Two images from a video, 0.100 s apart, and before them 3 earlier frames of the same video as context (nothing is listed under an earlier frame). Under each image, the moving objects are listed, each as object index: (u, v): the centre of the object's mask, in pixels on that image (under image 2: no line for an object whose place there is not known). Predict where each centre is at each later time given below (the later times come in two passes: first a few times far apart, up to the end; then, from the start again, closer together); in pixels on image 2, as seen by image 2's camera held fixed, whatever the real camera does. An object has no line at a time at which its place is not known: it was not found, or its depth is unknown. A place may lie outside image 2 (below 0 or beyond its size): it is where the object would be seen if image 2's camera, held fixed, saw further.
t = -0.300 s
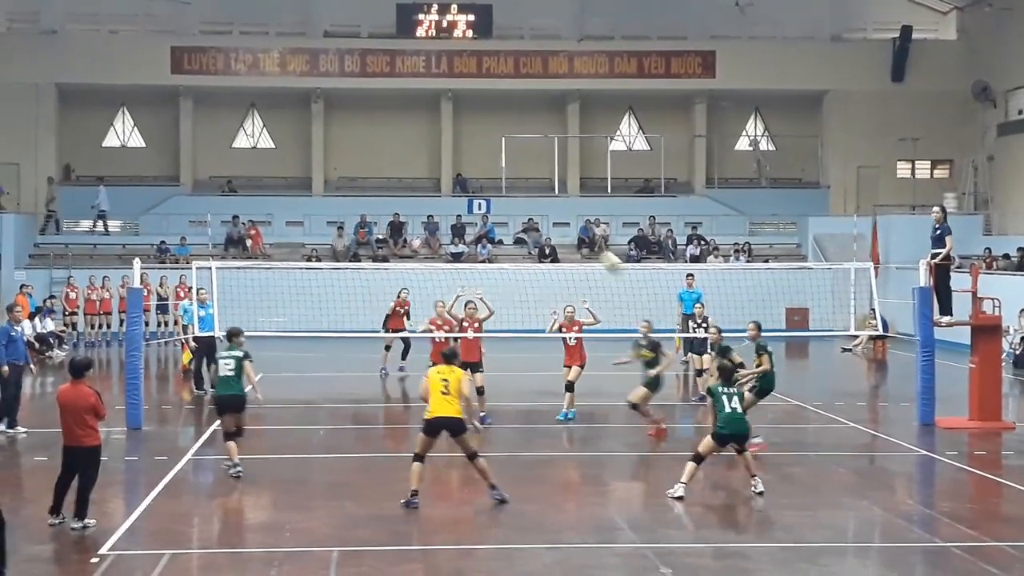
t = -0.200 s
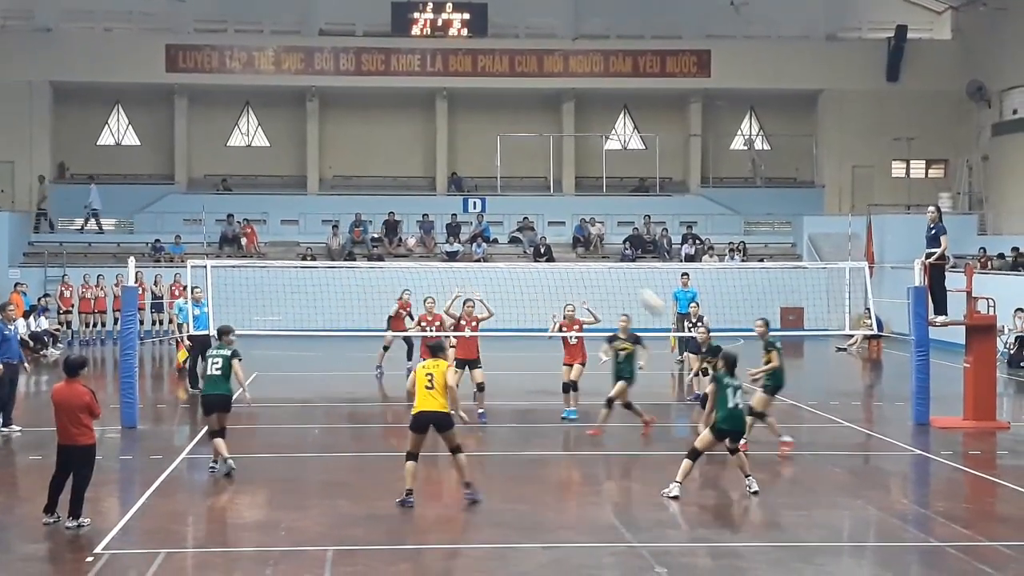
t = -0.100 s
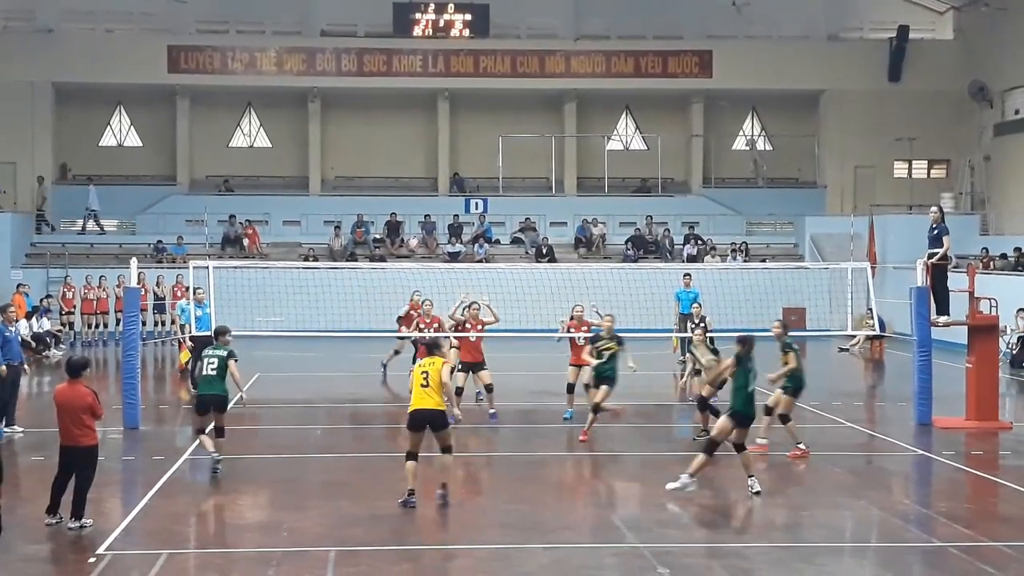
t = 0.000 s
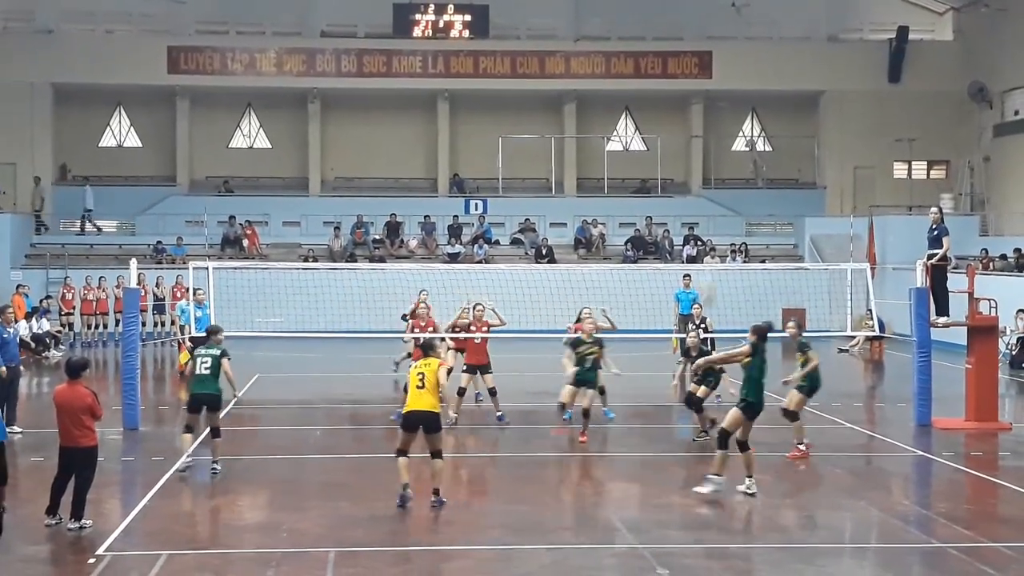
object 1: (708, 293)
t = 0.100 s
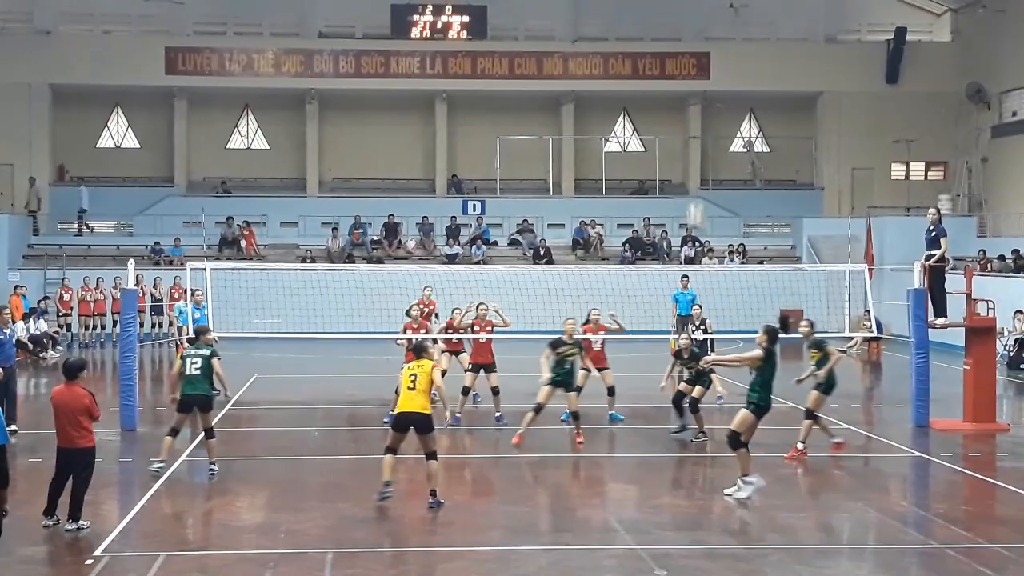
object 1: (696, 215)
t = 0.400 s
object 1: (682, 66)
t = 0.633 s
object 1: (670, 12)
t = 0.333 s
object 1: (685, 92)
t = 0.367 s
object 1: (683, 77)
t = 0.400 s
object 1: (682, 66)
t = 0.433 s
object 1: (680, 54)
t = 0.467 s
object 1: (679, 45)
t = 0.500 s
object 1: (677, 36)
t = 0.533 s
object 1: (675, 28)
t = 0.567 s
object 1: (673, 20)
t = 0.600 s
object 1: (672, 16)
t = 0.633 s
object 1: (670, 12)
